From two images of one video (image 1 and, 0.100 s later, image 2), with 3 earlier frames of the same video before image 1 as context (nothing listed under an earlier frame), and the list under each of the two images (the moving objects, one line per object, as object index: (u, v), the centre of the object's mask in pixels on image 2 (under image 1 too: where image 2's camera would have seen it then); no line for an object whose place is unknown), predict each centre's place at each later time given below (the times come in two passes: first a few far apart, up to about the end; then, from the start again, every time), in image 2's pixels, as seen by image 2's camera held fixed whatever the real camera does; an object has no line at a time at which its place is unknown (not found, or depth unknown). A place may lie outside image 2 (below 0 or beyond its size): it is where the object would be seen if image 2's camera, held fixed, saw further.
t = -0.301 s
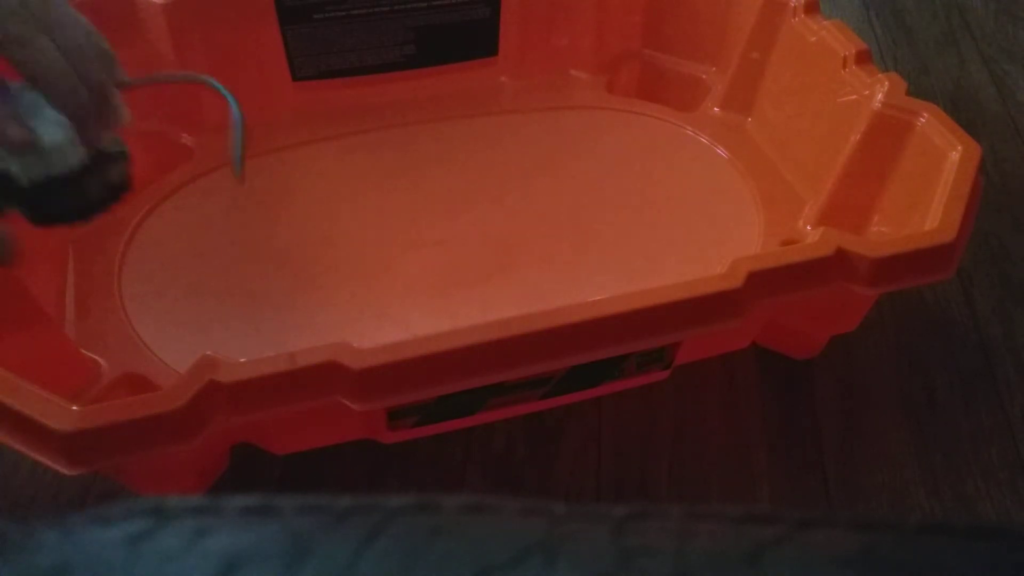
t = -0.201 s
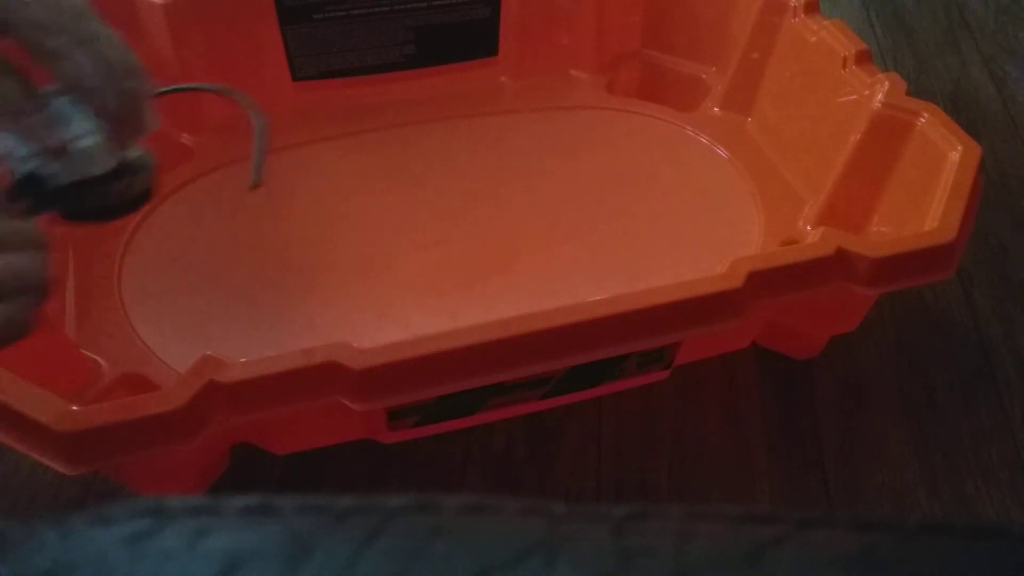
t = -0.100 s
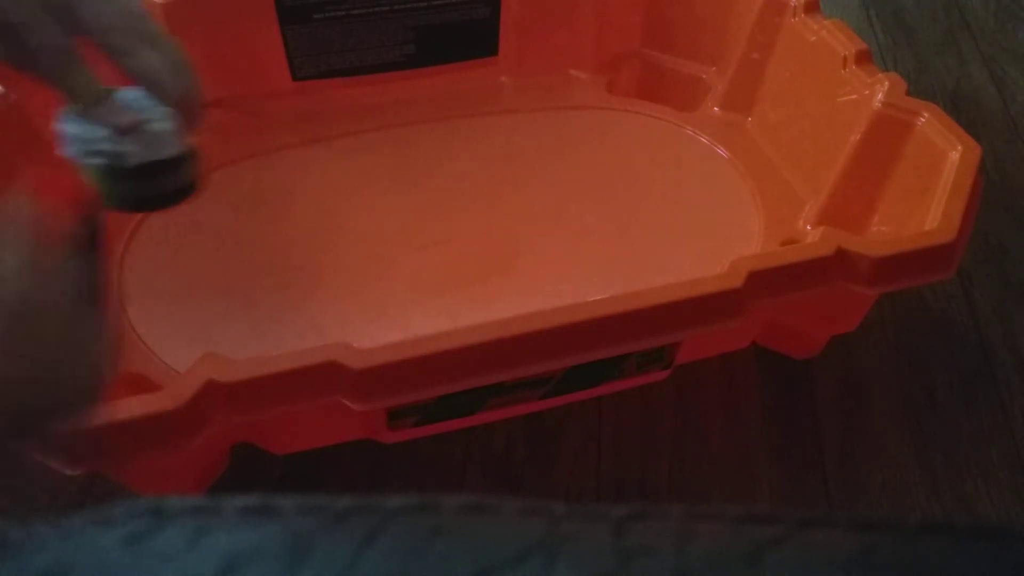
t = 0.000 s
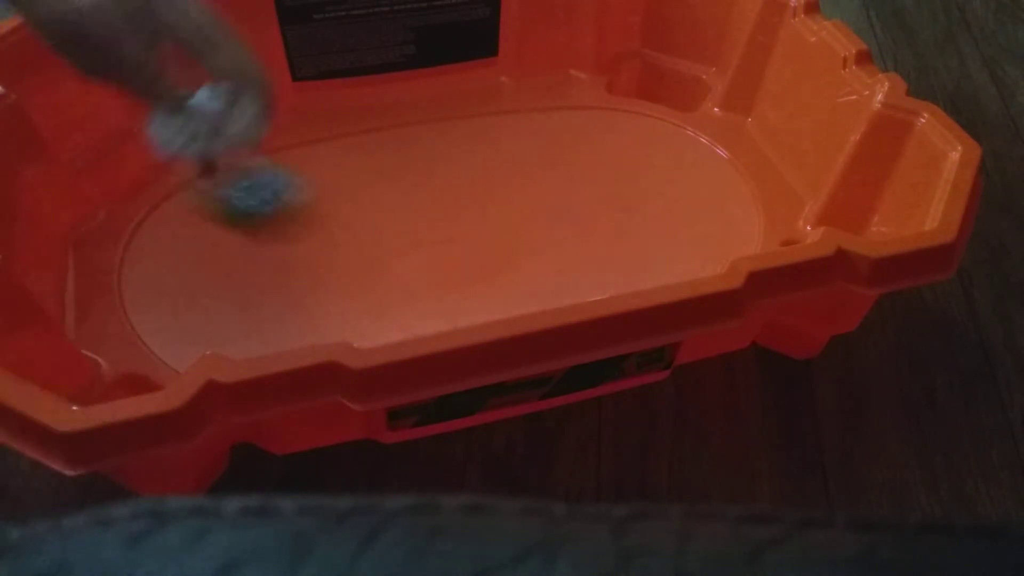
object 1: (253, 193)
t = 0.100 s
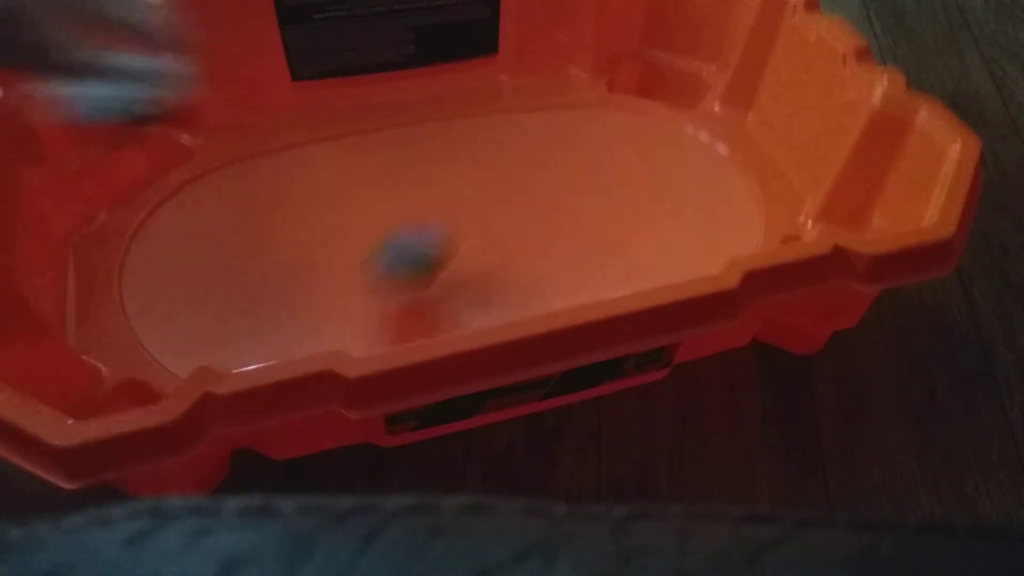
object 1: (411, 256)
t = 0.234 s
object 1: (545, 170)
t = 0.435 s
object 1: (649, 73)
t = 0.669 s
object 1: (669, 83)
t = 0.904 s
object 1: (657, 75)
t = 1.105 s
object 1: (656, 74)
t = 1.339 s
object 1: (656, 79)
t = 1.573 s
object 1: (663, 79)
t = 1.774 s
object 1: (661, 74)
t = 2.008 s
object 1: (649, 83)
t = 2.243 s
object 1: (648, 83)
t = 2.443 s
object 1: (649, 83)
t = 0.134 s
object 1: (447, 218)
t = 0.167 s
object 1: (482, 194)
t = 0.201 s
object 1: (514, 182)
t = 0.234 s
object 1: (545, 170)
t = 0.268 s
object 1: (572, 147)
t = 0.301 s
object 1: (595, 127)
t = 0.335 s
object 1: (614, 109)
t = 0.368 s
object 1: (629, 90)
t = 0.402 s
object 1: (639, 80)
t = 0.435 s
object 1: (649, 73)
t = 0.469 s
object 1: (656, 72)
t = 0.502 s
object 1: (663, 79)
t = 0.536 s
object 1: (663, 78)
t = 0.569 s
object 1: (668, 71)
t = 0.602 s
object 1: (672, 71)
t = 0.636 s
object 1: (668, 79)
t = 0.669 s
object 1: (669, 83)
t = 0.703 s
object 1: (672, 83)
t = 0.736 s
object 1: (673, 83)
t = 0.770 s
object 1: (663, 83)
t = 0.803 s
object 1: (657, 81)
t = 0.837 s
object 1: (651, 80)
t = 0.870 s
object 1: (647, 75)
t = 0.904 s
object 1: (657, 75)
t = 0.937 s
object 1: (668, 82)
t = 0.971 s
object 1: (661, 82)
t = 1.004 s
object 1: (654, 78)
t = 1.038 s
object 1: (645, 77)
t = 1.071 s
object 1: (649, 75)
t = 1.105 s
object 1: (656, 74)
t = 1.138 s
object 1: (663, 75)
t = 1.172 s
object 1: (668, 80)
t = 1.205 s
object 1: (673, 80)
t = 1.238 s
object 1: (677, 81)
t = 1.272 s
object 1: (667, 82)
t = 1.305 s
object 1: (659, 79)
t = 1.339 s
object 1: (656, 79)
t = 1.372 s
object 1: (660, 78)
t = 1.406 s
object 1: (666, 78)
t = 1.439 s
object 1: (668, 81)
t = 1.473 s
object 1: (669, 82)
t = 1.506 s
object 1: (669, 81)
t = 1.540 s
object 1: (667, 81)
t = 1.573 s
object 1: (663, 79)
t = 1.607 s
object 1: (658, 79)
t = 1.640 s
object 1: (653, 78)
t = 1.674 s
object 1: (668, 80)
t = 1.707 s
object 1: (669, 80)
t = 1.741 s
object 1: (658, 77)
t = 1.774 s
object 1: (661, 74)
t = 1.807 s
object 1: (672, 77)
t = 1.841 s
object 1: (667, 77)
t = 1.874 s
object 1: (659, 77)
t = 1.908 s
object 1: (651, 77)
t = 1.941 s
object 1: (649, 79)
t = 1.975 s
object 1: (650, 81)
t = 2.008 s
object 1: (649, 83)
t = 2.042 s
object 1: (649, 83)
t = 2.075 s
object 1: (649, 83)
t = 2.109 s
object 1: (649, 83)
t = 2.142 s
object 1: (648, 83)
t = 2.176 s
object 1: (648, 83)
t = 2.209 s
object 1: (648, 83)
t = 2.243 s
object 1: (648, 83)
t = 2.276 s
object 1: (648, 83)
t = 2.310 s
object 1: (648, 83)
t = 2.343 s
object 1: (649, 83)
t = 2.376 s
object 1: (648, 83)
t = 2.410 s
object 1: (648, 83)
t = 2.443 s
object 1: (649, 83)
